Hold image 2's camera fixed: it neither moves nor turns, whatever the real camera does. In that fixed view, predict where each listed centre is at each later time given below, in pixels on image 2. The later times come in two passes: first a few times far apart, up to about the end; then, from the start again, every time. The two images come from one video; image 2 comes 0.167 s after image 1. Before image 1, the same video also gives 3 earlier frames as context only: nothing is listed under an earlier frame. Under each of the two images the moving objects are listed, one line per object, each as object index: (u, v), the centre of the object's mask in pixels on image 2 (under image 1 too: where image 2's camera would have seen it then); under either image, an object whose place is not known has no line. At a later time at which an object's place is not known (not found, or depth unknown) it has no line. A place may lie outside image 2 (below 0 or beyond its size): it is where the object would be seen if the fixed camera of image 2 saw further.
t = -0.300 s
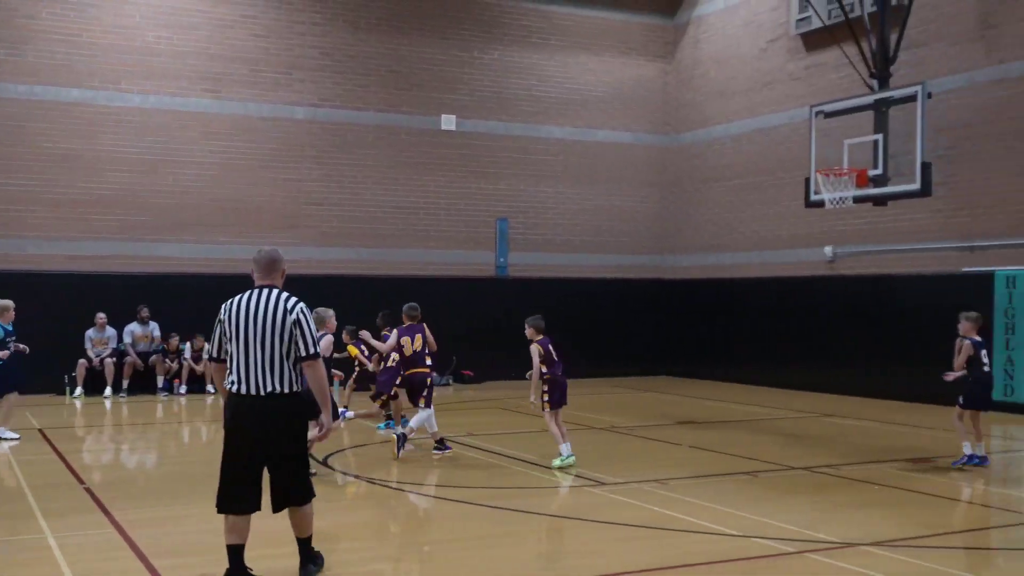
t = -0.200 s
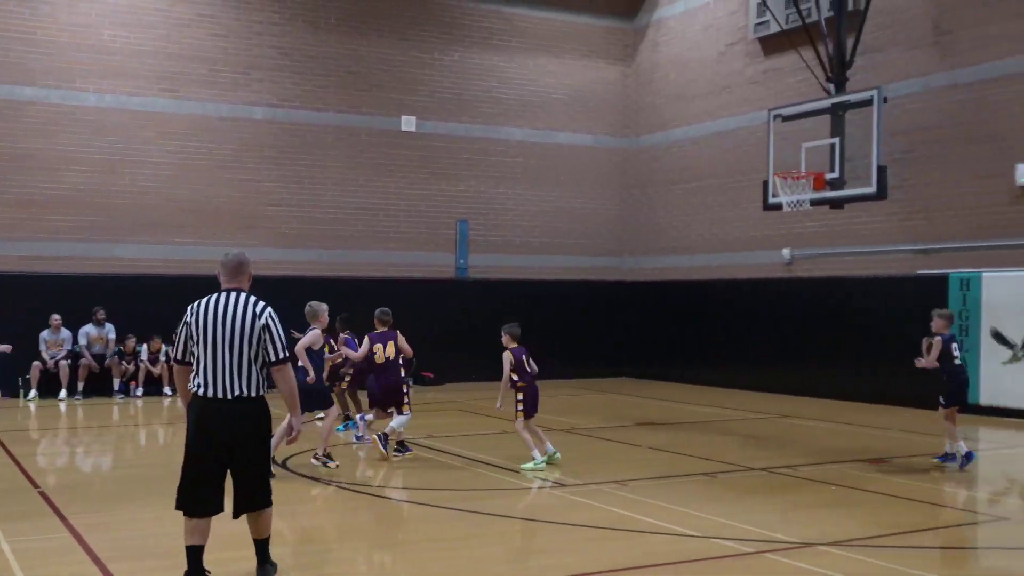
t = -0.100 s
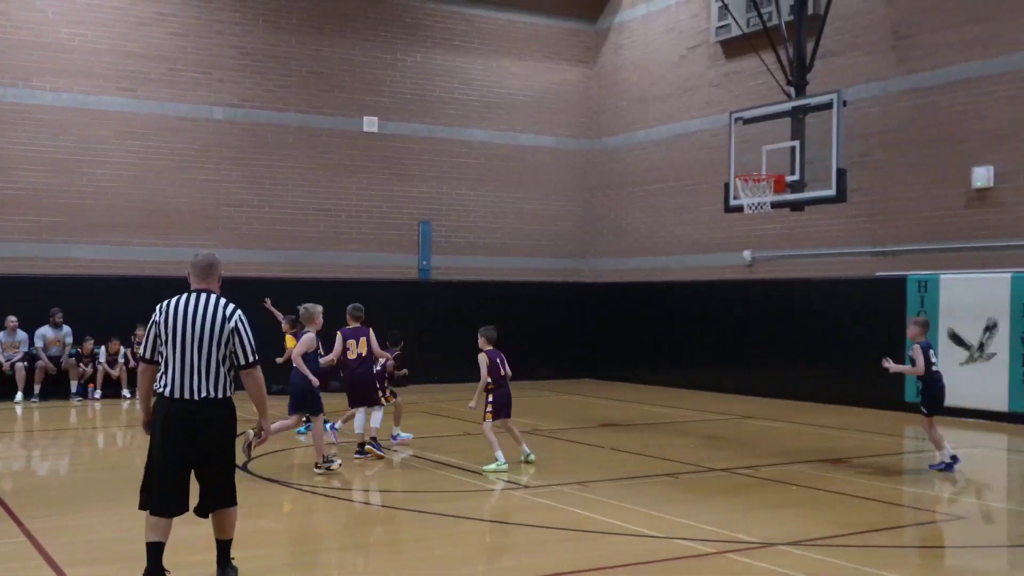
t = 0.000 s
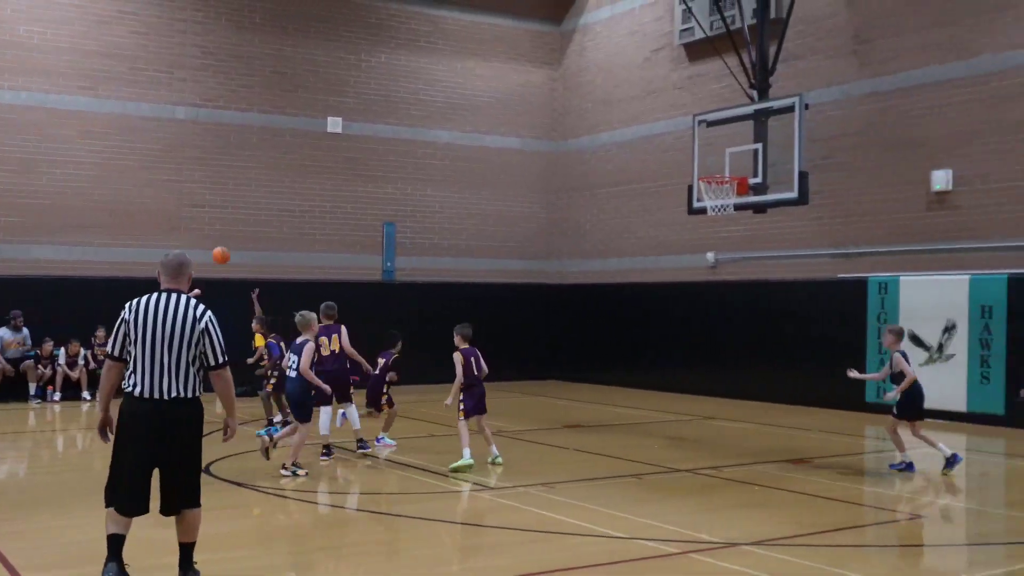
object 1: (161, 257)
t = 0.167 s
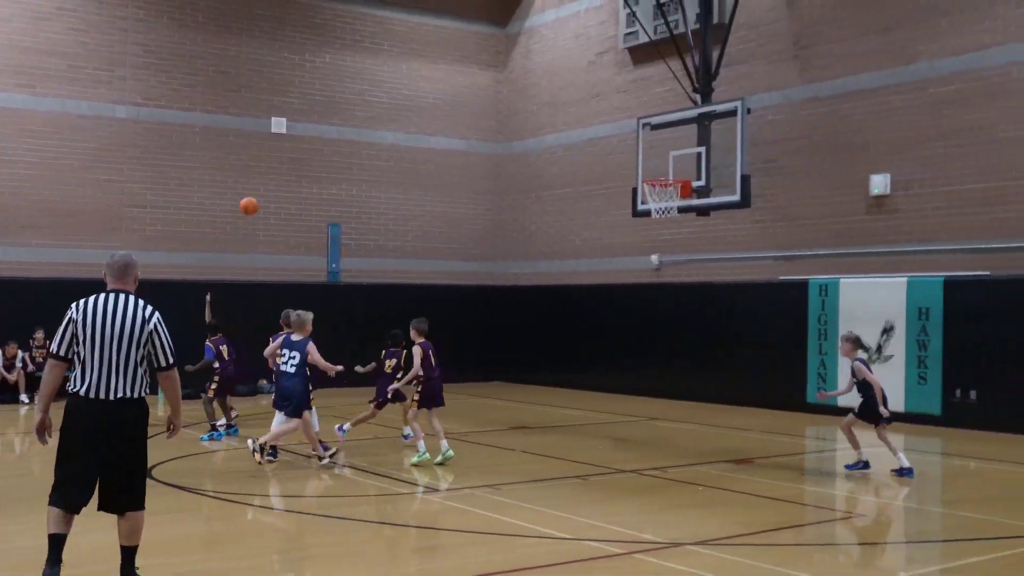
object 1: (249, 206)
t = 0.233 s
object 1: (285, 191)
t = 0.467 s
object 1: (411, 166)
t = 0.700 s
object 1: (543, 185)
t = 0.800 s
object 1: (601, 208)
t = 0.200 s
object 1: (267, 198)
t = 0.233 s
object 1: (285, 191)
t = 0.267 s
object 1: (302, 186)
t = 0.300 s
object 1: (320, 180)
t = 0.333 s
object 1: (338, 175)
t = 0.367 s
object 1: (356, 172)
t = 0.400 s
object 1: (375, 169)
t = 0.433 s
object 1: (393, 167)
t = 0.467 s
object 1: (411, 166)
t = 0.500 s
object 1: (430, 166)
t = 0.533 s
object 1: (448, 167)
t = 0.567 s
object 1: (467, 169)
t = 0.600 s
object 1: (486, 171)
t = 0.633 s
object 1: (504, 175)
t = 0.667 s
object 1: (523, 179)
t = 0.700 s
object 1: (543, 185)
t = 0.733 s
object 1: (562, 191)
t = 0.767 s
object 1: (582, 199)
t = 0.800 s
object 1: (601, 208)
